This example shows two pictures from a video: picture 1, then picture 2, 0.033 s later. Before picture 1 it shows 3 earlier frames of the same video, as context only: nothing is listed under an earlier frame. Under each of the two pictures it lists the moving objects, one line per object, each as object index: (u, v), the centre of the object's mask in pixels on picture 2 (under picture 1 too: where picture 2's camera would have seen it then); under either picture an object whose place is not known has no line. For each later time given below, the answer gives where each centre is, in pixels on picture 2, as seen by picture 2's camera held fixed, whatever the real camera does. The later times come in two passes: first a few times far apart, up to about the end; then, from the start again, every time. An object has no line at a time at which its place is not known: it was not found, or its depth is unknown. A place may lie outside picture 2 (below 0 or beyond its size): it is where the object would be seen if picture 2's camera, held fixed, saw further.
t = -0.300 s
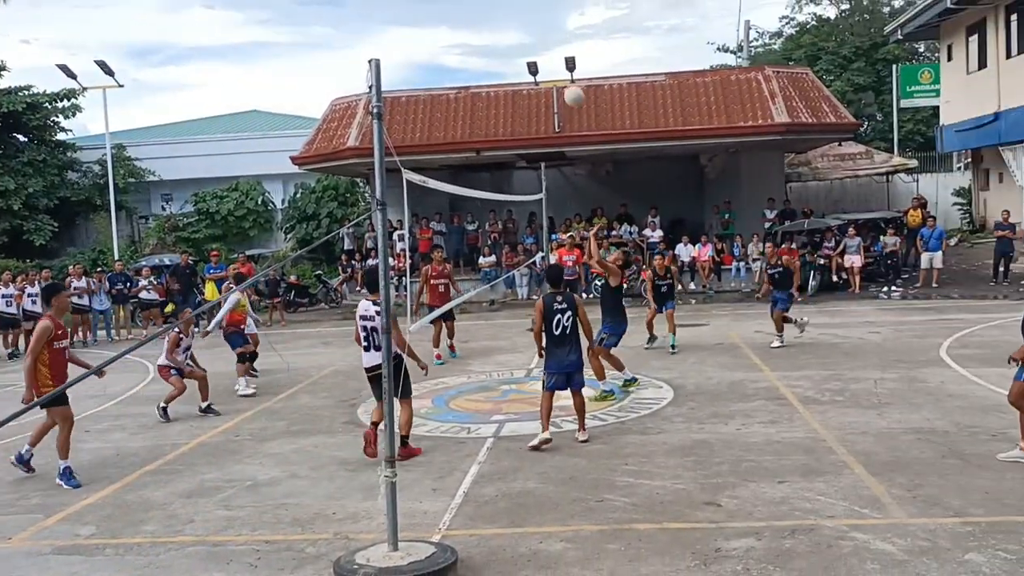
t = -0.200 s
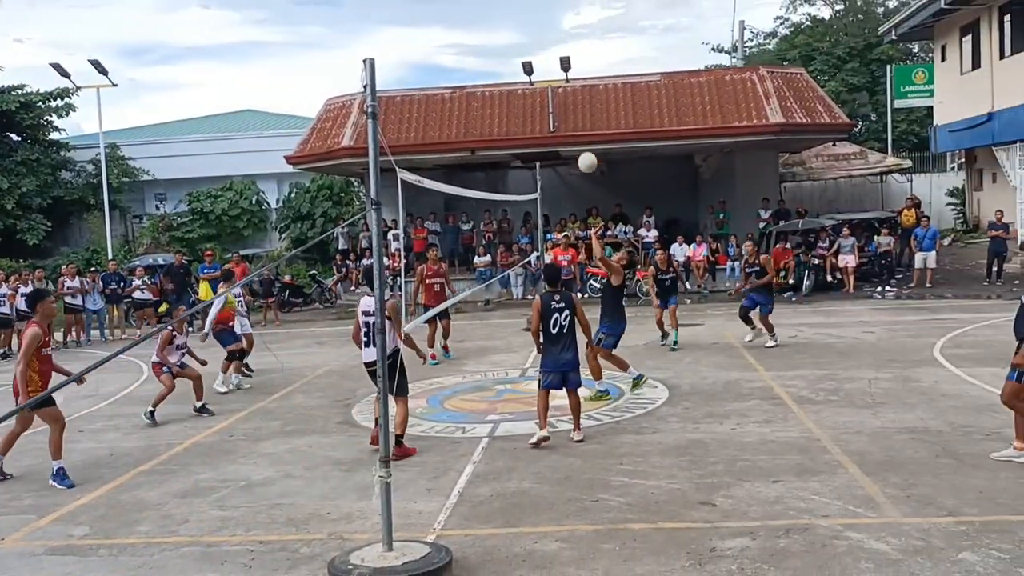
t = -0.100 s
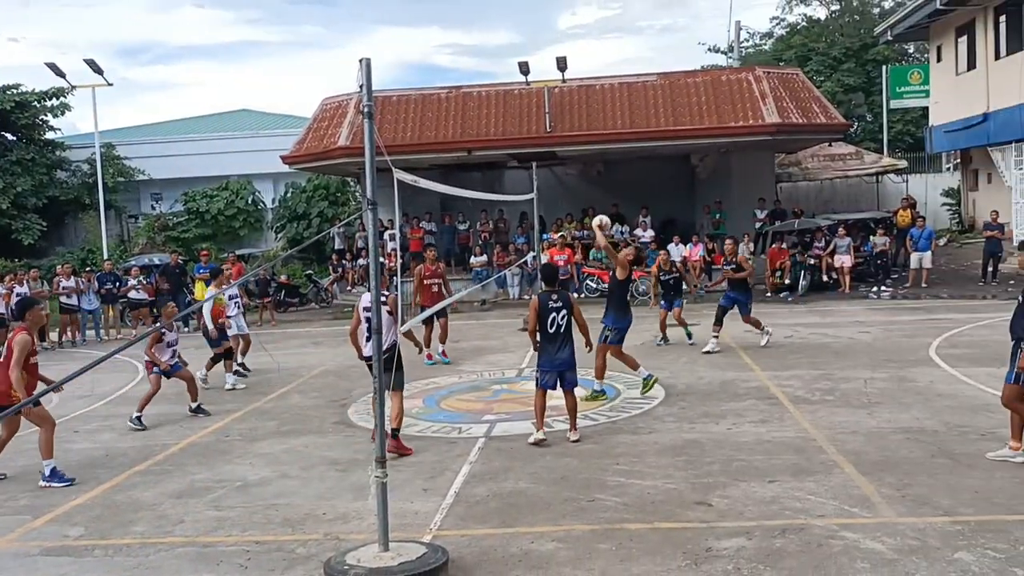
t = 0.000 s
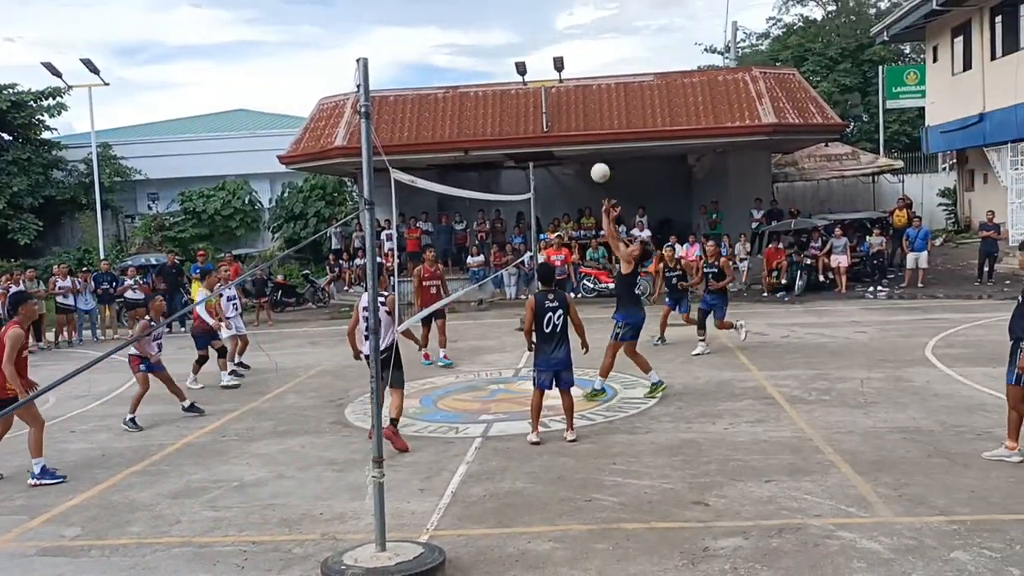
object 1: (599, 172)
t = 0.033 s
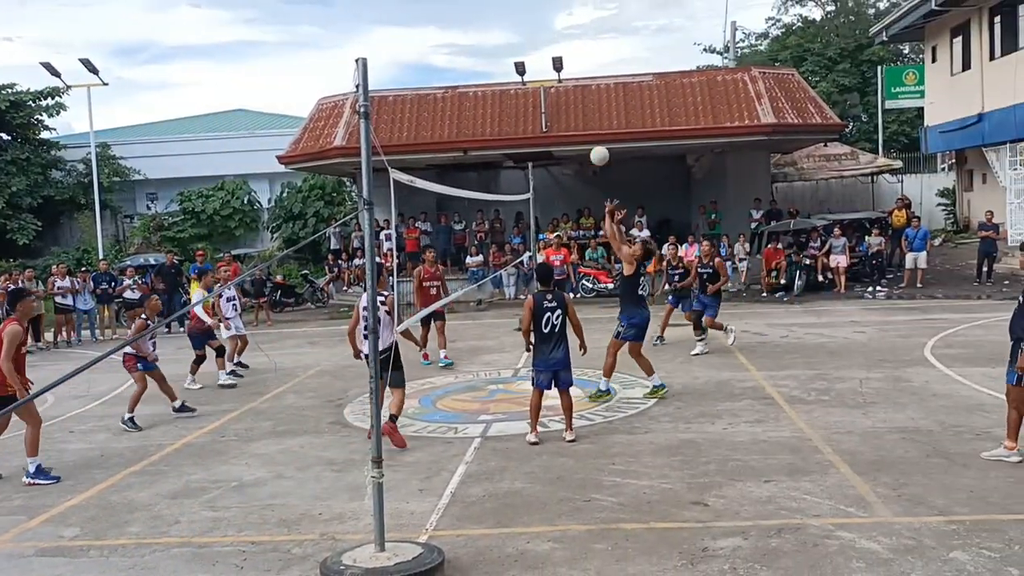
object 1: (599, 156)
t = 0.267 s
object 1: (602, 65)
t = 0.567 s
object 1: (606, 24)
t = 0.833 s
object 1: (612, 54)
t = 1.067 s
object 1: (619, 129)
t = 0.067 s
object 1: (599, 139)
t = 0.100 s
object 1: (600, 124)
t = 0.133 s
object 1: (600, 110)
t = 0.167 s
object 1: (600, 97)
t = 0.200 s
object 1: (601, 86)
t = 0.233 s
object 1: (601, 75)
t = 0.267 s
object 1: (602, 65)
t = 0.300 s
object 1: (602, 57)
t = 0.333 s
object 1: (602, 49)
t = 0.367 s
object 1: (603, 42)
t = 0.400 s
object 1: (603, 37)
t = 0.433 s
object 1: (604, 32)
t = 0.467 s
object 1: (604, 28)
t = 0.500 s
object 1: (605, 26)
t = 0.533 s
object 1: (605, 24)
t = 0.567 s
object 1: (606, 24)
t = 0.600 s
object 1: (607, 24)
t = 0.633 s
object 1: (607, 25)
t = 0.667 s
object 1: (608, 28)
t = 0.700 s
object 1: (609, 31)
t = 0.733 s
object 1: (610, 35)
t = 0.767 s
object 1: (611, 41)
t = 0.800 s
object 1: (612, 47)
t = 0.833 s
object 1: (612, 54)
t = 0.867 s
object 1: (613, 62)
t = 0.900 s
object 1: (614, 71)
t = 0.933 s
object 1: (615, 81)
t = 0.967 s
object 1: (616, 91)
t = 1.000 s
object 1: (617, 103)
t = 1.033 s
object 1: (618, 116)
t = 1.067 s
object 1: (619, 129)
